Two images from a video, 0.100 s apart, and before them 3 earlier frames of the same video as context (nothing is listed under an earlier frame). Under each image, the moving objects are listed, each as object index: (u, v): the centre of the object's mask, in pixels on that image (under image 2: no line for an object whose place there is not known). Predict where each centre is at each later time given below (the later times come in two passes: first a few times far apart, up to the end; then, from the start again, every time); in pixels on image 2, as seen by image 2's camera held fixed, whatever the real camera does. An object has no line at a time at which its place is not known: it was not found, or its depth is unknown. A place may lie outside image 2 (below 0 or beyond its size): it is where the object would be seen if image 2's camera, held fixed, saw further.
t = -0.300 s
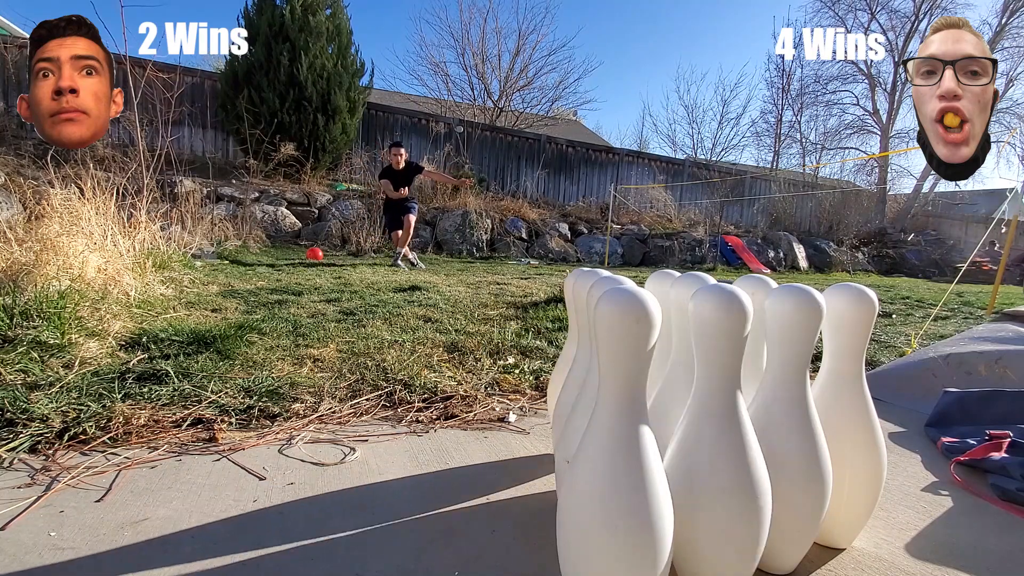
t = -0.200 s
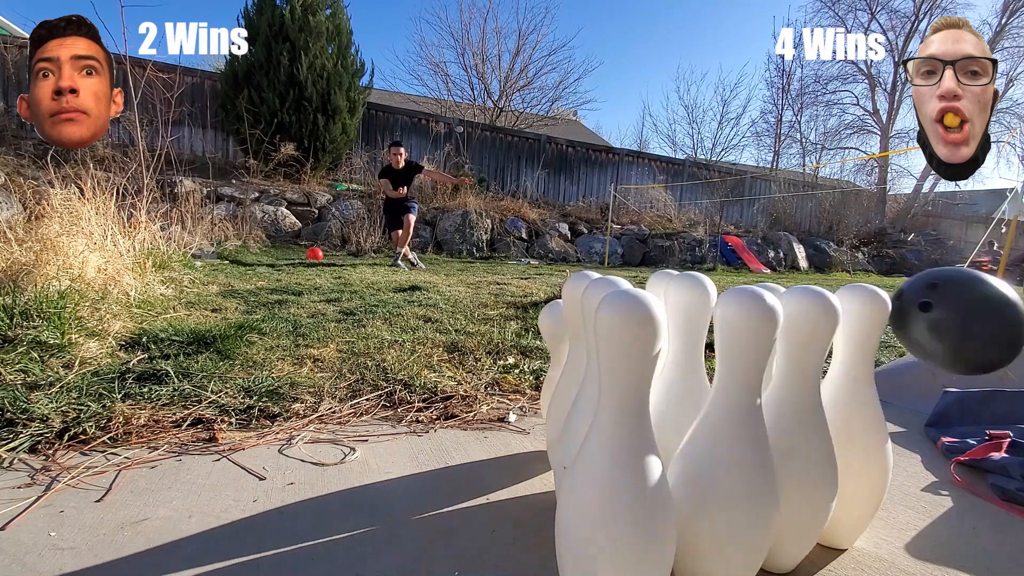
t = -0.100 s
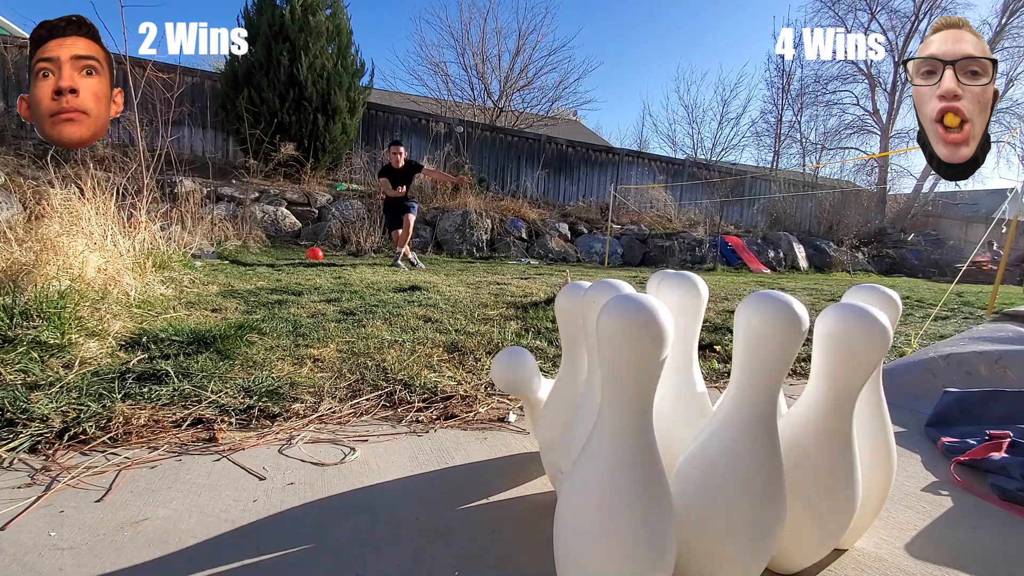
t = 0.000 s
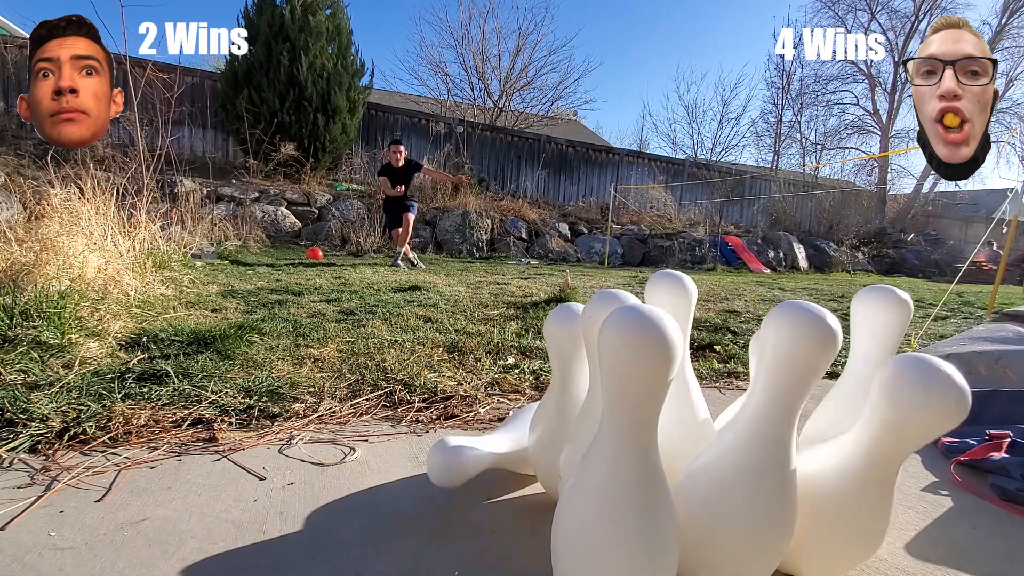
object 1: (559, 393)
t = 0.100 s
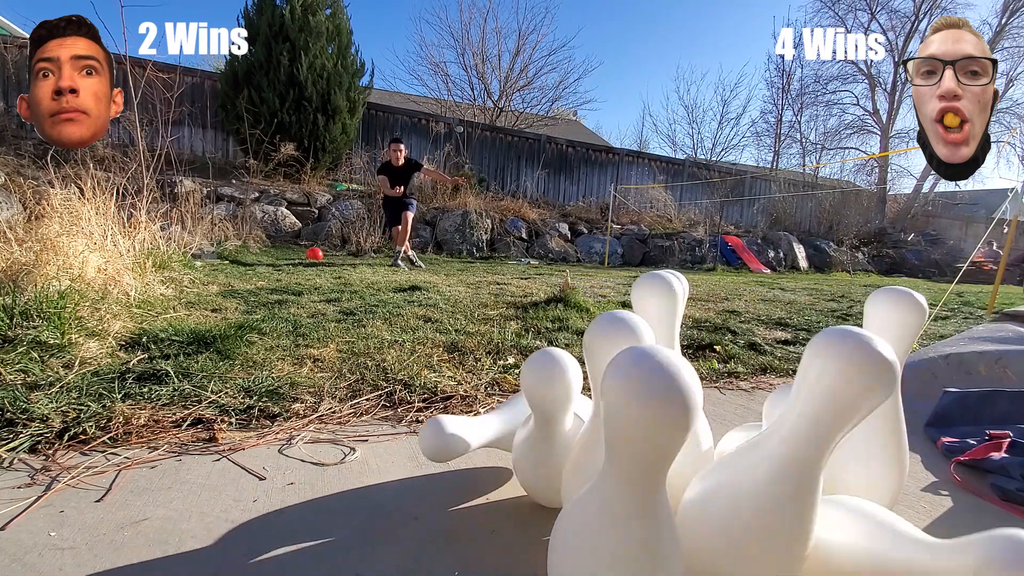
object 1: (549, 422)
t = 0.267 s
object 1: (513, 510)
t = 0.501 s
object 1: (466, 520)
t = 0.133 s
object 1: (544, 440)
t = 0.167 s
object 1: (533, 469)
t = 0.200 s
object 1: (524, 500)
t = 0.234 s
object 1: (520, 513)
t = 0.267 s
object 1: (513, 510)
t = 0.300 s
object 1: (506, 506)
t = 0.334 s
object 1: (499, 513)
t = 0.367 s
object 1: (489, 519)
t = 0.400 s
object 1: (480, 512)
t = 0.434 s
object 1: (472, 510)
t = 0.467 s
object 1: (467, 514)
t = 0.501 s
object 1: (466, 520)
